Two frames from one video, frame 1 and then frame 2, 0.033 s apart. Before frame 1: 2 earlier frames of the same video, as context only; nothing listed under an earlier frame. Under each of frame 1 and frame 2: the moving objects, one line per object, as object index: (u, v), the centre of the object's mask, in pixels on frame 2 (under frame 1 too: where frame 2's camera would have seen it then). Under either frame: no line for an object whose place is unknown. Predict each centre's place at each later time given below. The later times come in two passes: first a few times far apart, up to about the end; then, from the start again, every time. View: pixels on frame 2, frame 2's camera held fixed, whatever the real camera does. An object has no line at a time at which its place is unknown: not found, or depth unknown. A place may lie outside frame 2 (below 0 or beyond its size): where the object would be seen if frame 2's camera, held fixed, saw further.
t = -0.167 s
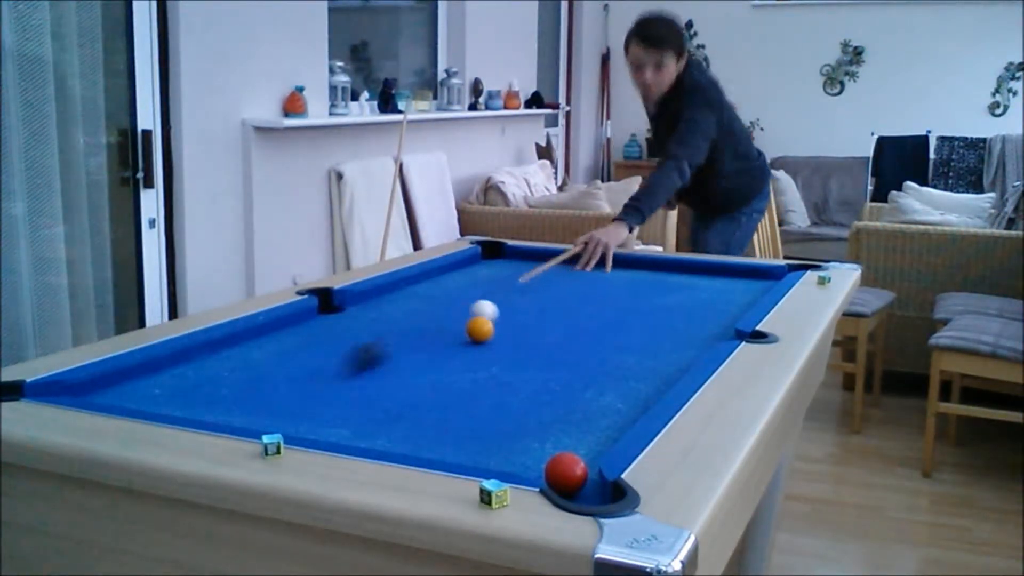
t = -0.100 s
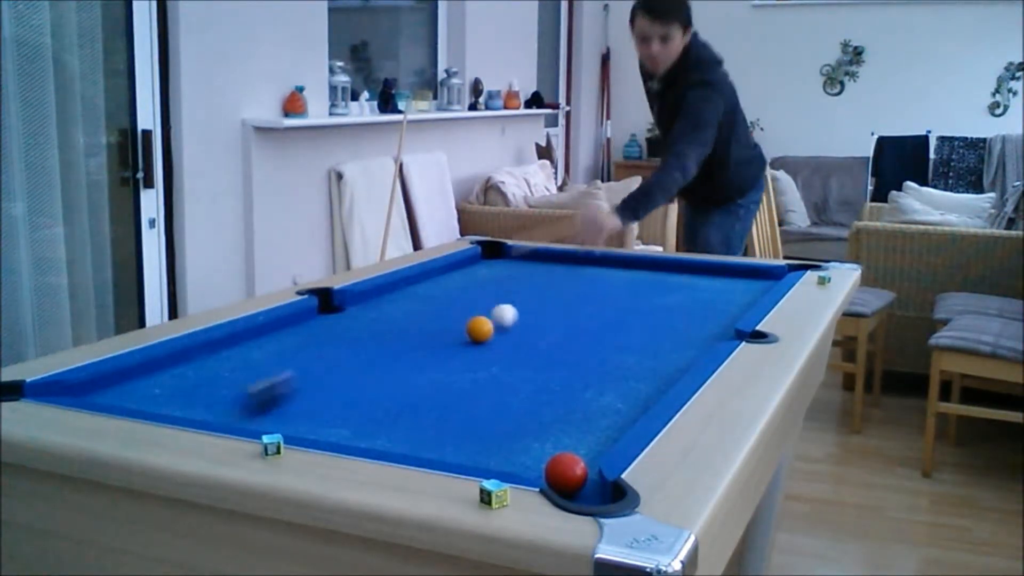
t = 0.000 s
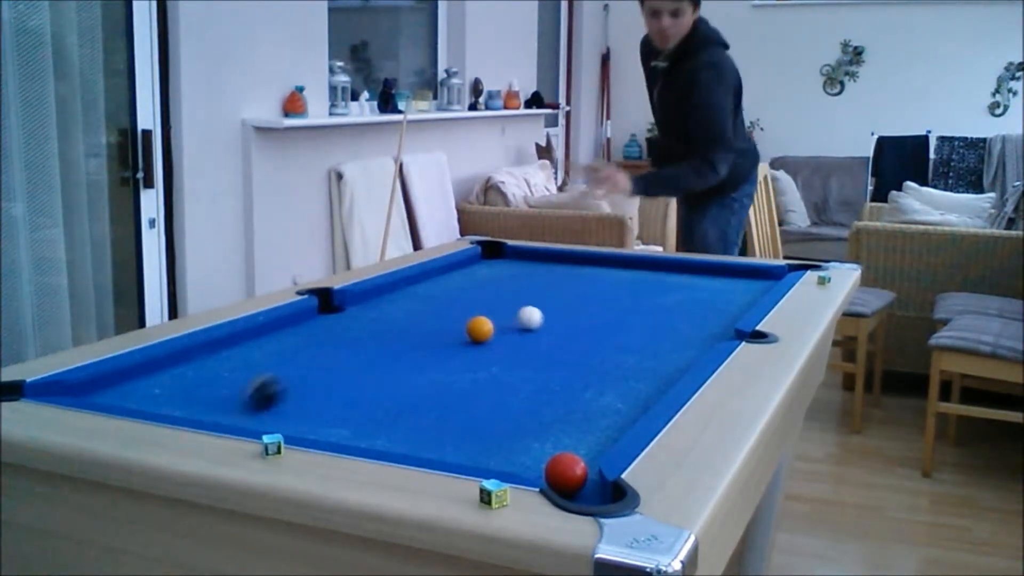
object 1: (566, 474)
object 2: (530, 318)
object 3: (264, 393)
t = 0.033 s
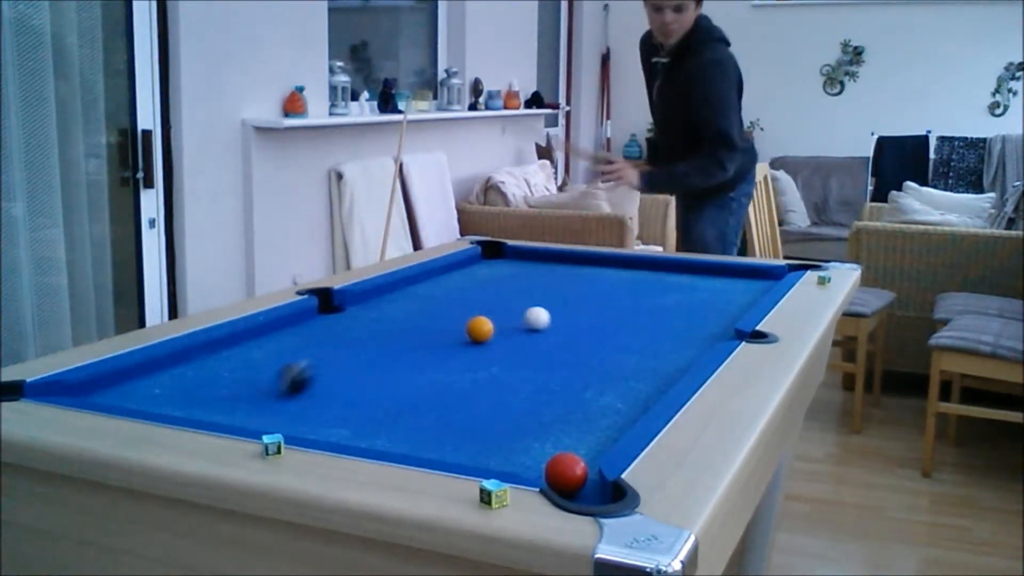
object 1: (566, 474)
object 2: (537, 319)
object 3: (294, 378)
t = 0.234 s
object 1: (566, 474)
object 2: (569, 327)
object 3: (422, 320)
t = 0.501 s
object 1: (566, 474)
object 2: (584, 355)
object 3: (527, 271)
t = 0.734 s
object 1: (566, 474)
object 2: (591, 391)
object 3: (530, 266)
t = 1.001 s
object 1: (566, 474)
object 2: (599, 442)
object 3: (442, 298)
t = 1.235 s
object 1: (563, 482)
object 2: (541, 457)
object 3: (343, 331)
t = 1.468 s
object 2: (494, 455)
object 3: (203, 379)
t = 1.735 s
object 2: (444, 451)
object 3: (201, 376)
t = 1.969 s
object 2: (407, 447)
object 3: (290, 342)
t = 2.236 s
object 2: (383, 442)
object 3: (368, 312)
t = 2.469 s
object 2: (366, 438)
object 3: (420, 293)
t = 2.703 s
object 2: (352, 435)
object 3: (463, 276)
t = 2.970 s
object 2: (340, 433)
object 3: (501, 261)
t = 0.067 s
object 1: (566, 474)
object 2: (544, 319)
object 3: (320, 366)
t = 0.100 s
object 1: (566, 474)
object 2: (550, 320)
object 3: (345, 355)
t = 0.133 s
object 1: (566, 474)
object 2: (555, 321)
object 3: (366, 346)
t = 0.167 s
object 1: (566, 474)
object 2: (561, 323)
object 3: (386, 337)
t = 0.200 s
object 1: (566, 474)
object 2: (565, 325)
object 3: (404, 329)
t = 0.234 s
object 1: (566, 474)
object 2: (569, 327)
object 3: (422, 320)
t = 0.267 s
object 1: (566, 474)
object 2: (572, 329)
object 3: (438, 312)
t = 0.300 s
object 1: (566, 474)
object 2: (575, 332)
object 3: (454, 306)
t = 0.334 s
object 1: (566, 474)
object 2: (578, 335)
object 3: (467, 300)
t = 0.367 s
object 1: (566, 474)
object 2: (580, 338)
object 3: (481, 293)
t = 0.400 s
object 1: (566, 474)
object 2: (581, 342)
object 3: (494, 288)
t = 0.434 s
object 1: (566, 474)
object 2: (582, 346)
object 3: (506, 282)
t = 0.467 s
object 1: (566, 474)
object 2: (583, 351)
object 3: (517, 277)
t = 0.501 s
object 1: (566, 474)
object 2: (584, 355)
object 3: (527, 271)
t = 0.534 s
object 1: (566, 474)
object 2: (584, 360)
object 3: (538, 267)
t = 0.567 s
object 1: (566, 474)
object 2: (585, 365)
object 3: (548, 262)
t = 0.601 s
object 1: (566, 474)
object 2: (587, 370)
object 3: (557, 259)
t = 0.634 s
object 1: (566, 474)
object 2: (588, 375)
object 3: (560, 256)
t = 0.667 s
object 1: (566, 474)
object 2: (589, 380)
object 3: (550, 257)
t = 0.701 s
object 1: (566, 474)
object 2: (590, 386)
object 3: (540, 264)
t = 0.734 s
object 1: (566, 474)
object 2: (591, 391)
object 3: (530, 266)
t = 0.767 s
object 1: (566, 474)
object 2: (593, 397)
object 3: (519, 271)
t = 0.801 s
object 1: (566, 474)
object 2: (594, 403)
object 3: (509, 275)
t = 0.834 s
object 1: (566, 474)
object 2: (596, 410)
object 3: (499, 278)
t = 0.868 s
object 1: (566, 474)
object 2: (597, 416)
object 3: (489, 282)
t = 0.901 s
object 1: (566, 474)
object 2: (599, 422)
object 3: (478, 286)
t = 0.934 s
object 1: (566, 474)
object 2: (600, 430)
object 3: (466, 289)
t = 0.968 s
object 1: (566, 474)
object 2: (600, 437)
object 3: (455, 293)
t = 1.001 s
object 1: (566, 474)
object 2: (599, 442)
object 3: (442, 298)
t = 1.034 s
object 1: (566, 474)
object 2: (592, 446)
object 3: (430, 301)
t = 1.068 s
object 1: (566, 474)
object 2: (585, 449)
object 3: (417, 306)
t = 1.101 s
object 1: (566, 474)
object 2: (577, 450)
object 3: (404, 311)
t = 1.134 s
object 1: (565, 475)
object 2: (566, 451)
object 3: (389, 315)
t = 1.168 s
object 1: (563, 478)
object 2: (556, 453)
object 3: (375, 320)
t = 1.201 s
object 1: (563, 480)
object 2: (548, 455)
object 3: (358, 326)
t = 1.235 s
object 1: (563, 482)
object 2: (541, 457)
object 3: (343, 331)
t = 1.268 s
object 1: (563, 485)
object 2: (535, 458)
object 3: (327, 336)
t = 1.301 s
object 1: (569, 488)
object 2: (529, 458)
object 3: (307, 344)
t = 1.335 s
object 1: (575, 494)
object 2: (522, 458)
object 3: (289, 349)
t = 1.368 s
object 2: (515, 457)
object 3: (270, 356)
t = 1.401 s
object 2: (508, 457)
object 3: (248, 363)
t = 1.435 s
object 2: (501, 456)
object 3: (228, 371)
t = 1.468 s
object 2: (494, 455)
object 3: (203, 379)
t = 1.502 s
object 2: (488, 455)
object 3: (178, 388)
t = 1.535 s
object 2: (481, 454)
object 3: (156, 395)
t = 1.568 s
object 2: (475, 454)
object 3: (130, 397)
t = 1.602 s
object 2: (469, 453)
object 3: (132, 395)
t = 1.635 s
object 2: (462, 452)
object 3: (152, 393)
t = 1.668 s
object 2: (456, 452)
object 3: (170, 388)
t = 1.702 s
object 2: (450, 451)
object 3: (187, 381)
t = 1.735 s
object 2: (444, 451)
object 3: (201, 376)
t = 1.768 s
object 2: (438, 450)
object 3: (217, 370)
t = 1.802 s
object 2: (433, 449)
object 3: (230, 365)
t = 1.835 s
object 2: (427, 449)
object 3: (244, 360)
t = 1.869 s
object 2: (421, 448)
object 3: (256, 354)
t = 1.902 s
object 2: (415, 448)
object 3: (268, 350)
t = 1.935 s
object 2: (411, 447)
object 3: (280, 345)
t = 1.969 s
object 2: (407, 447)
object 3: (290, 342)
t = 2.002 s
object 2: (404, 446)
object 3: (302, 337)
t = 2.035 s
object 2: (401, 445)
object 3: (313, 333)
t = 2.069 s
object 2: (398, 444)
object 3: (322, 331)
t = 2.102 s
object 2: (395, 444)
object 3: (332, 326)
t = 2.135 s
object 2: (391, 443)
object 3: (341, 322)
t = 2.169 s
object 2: (389, 443)
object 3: (351, 318)
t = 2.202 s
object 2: (386, 442)
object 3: (359, 316)
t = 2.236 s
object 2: (383, 442)
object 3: (368, 312)
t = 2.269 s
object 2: (381, 441)
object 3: (376, 309)
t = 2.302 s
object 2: (378, 440)
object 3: (384, 307)
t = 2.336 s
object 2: (376, 440)
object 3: (392, 303)
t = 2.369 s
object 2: (373, 439)
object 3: (399, 301)
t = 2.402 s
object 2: (371, 439)
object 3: (407, 297)
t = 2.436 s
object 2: (369, 439)
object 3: (413, 295)
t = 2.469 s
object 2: (366, 438)
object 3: (420, 293)
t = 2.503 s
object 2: (364, 438)
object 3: (427, 289)
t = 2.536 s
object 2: (362, 437)
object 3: (433, 288)
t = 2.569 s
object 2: (359, 437)
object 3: (439, 285)
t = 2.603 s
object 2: (357, 436)
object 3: (445, 283)
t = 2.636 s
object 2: (355, 436)
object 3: (451, 281)
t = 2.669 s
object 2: (353, 436)
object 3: (457, 278)
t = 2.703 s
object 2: (352, 435)
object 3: (463, 276)
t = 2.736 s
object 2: (350, 435)
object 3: (468, 274)
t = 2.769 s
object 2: (348, 435)
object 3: (473, 272)
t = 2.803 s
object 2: (347, 434)
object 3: (478, 270)
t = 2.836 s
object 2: (345, 434)
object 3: (483, 268)
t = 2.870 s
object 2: (344, 434)
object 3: (487, 266)
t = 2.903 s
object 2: (342, 433)
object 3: (493, 264)
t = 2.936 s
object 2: (341, 433)
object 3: (497, 262)
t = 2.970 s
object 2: (340, 433)
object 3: (501, 261)
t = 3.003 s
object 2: (338, 433)
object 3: (506, 259)
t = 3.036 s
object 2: (337, 432)
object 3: (510, 257)
